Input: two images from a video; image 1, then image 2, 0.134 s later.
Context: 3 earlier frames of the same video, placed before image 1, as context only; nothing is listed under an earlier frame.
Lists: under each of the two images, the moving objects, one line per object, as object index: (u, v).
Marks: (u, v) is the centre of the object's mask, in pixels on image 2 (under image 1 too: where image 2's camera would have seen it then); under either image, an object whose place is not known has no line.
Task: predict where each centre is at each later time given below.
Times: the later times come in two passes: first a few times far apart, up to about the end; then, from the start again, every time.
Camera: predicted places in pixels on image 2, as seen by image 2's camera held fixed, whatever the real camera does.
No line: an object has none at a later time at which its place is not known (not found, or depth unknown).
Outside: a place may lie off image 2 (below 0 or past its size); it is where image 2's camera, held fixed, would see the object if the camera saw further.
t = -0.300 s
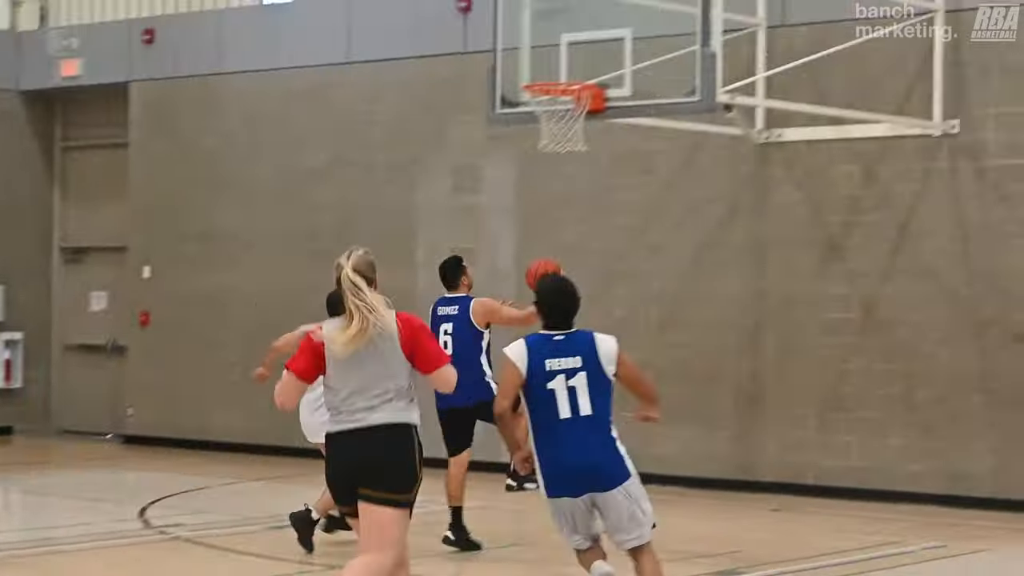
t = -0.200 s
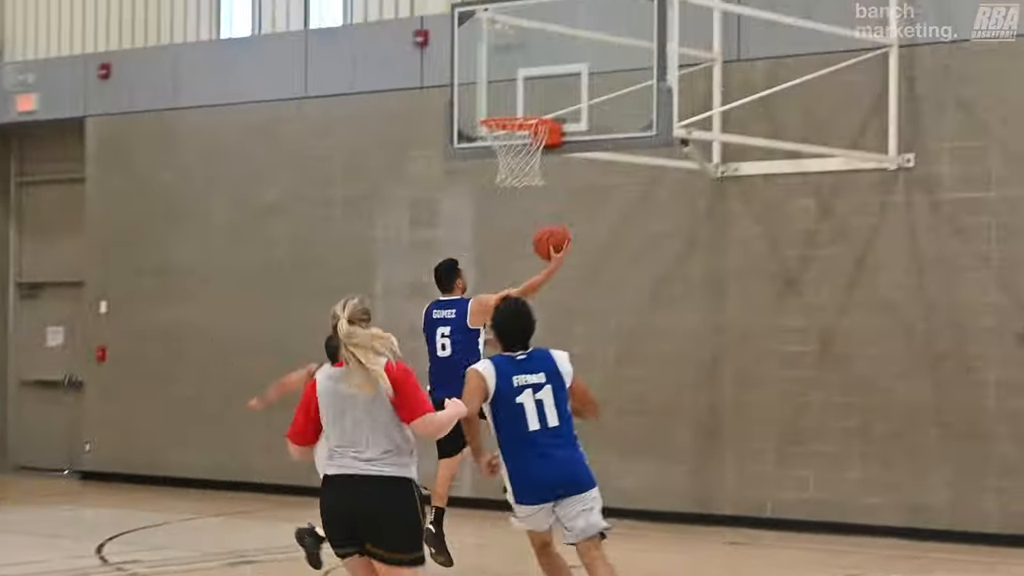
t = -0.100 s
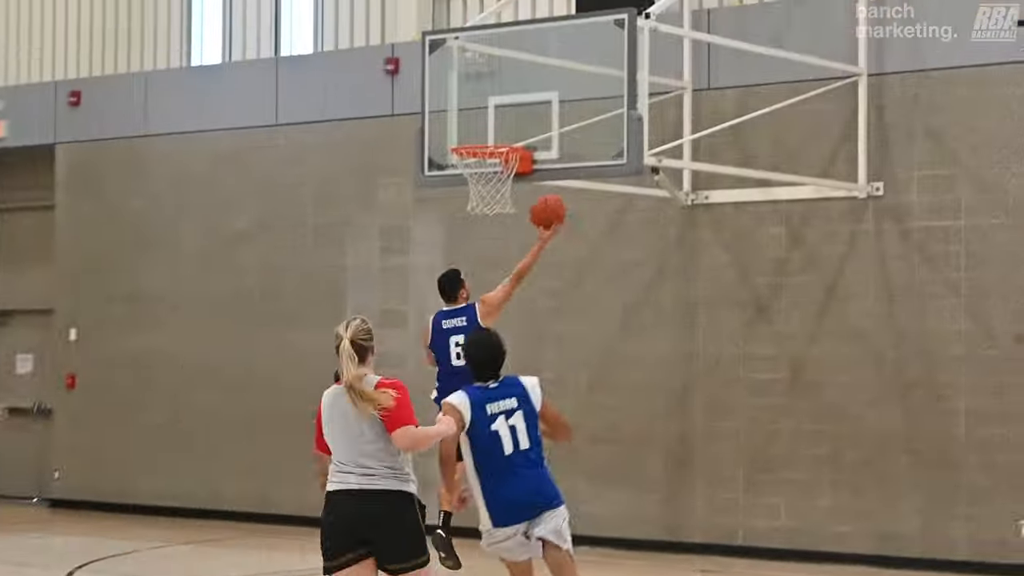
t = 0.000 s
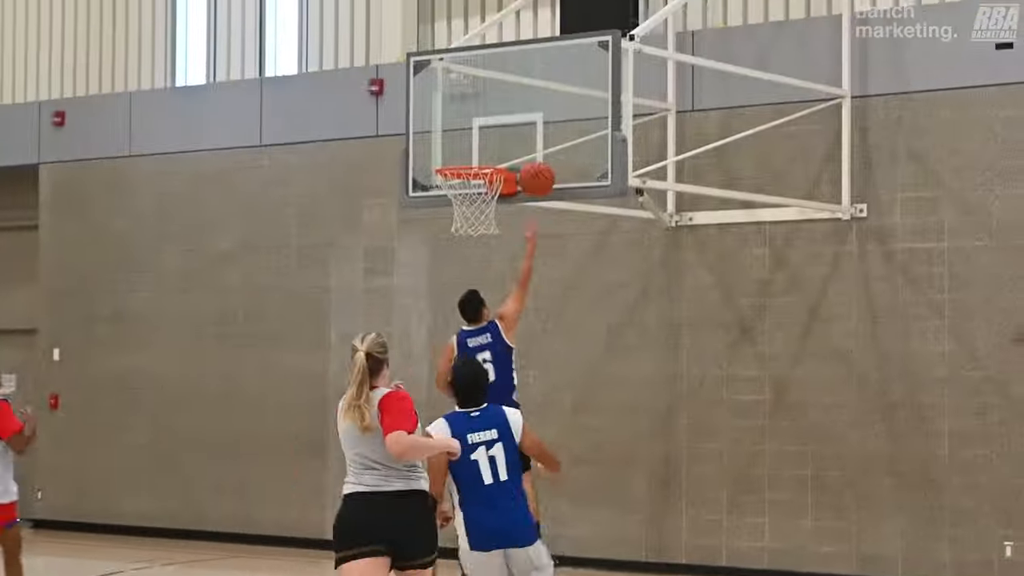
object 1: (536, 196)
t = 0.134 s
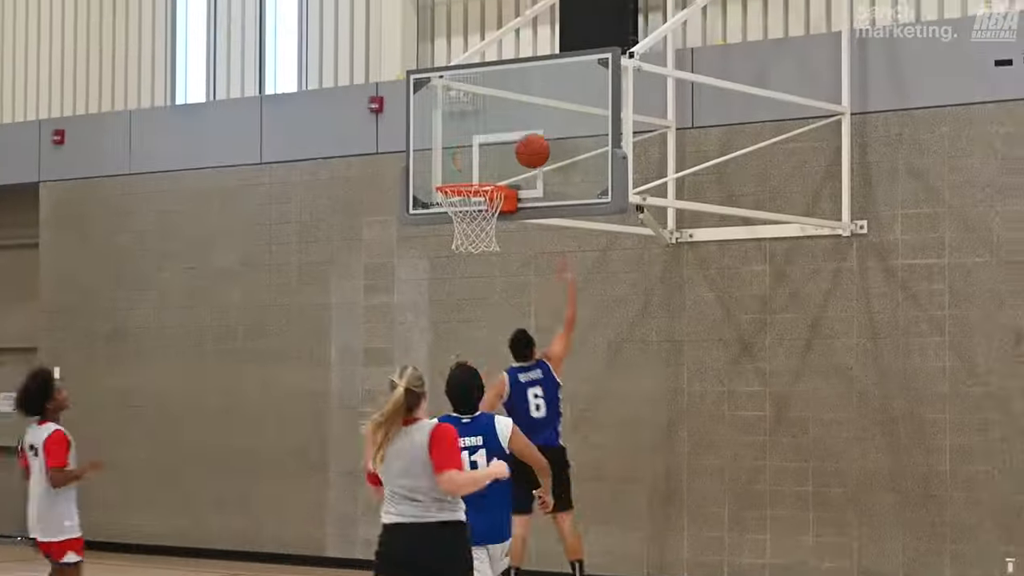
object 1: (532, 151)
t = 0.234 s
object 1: (511, 138)
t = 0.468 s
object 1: (462, 165)
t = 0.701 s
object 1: (454, 166)
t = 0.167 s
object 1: (525, 145)
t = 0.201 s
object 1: (518, 141)
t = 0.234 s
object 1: (511, 138)
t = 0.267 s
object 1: (505, 137)
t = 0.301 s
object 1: (498, 138)
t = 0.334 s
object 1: (491, 139)
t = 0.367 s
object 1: (484, 144)
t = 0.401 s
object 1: (477, 149)
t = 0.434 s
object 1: (469, 156)
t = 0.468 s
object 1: (462, 165)
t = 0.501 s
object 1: (460, 166)
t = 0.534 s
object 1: (459, 164)
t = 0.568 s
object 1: (457, 164)
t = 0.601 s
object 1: (456, 165)
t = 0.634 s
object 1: (455, 166)
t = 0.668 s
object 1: (454, 166)
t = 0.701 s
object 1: (454, 166)
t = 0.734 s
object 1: (453, 166)
